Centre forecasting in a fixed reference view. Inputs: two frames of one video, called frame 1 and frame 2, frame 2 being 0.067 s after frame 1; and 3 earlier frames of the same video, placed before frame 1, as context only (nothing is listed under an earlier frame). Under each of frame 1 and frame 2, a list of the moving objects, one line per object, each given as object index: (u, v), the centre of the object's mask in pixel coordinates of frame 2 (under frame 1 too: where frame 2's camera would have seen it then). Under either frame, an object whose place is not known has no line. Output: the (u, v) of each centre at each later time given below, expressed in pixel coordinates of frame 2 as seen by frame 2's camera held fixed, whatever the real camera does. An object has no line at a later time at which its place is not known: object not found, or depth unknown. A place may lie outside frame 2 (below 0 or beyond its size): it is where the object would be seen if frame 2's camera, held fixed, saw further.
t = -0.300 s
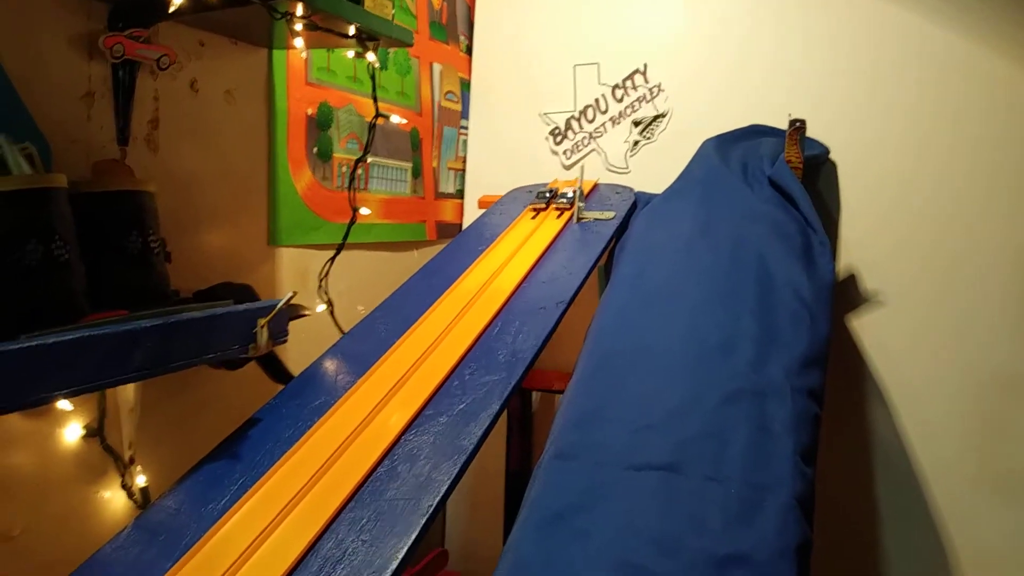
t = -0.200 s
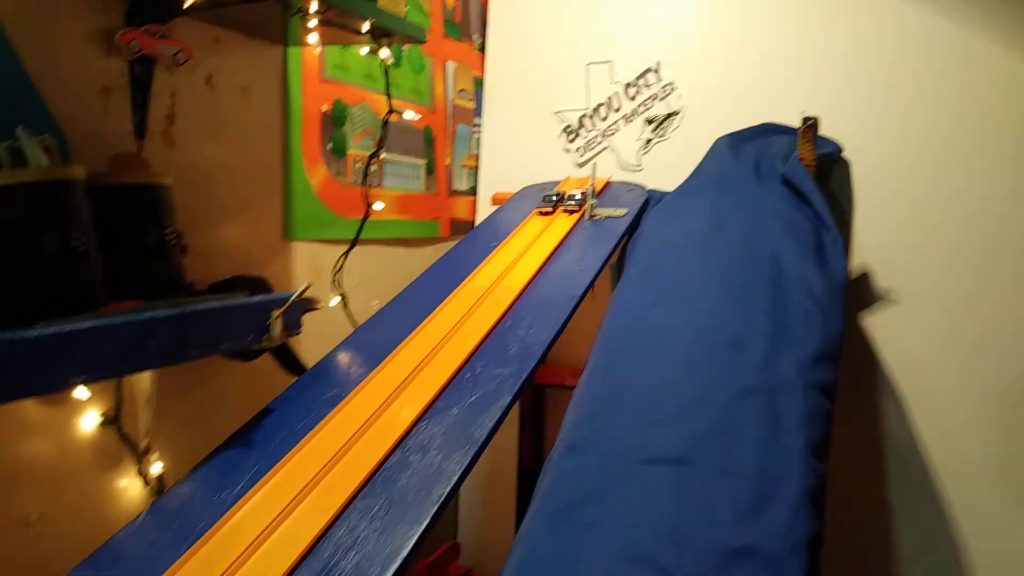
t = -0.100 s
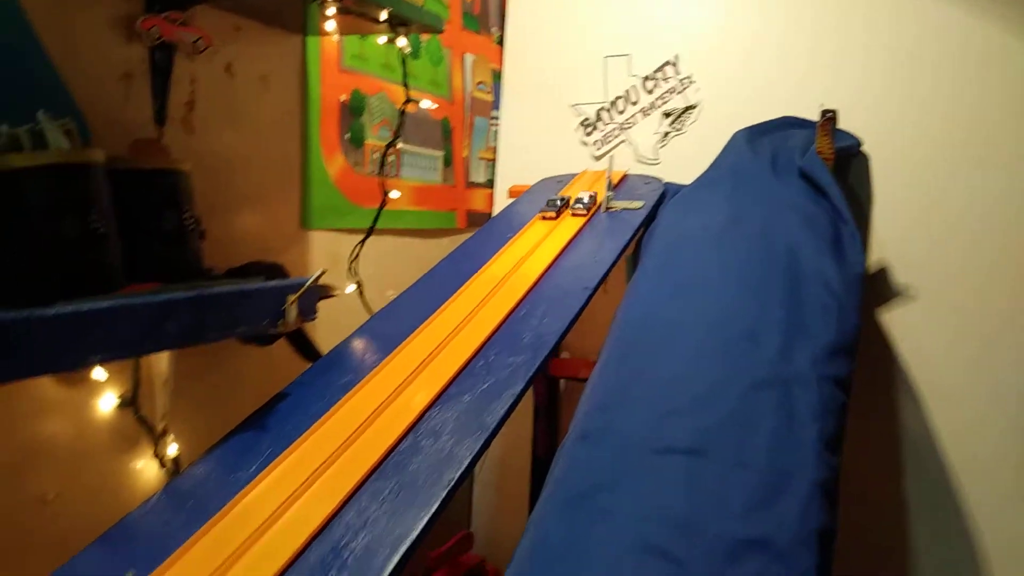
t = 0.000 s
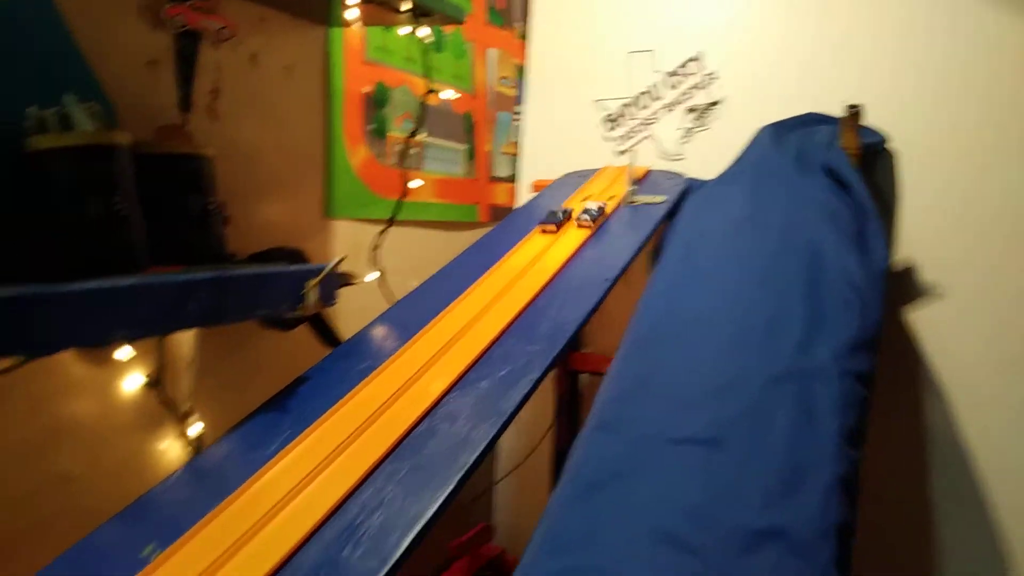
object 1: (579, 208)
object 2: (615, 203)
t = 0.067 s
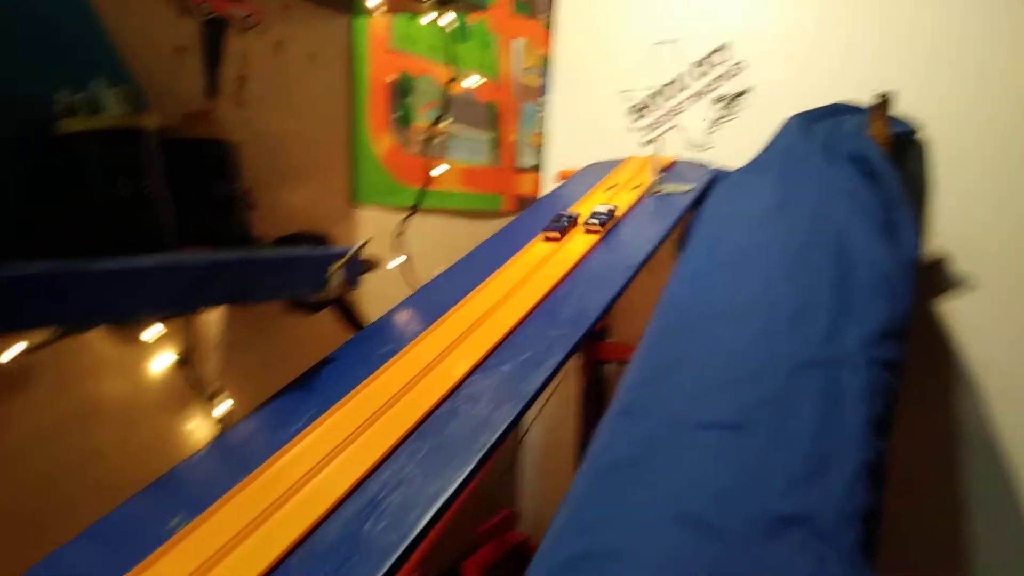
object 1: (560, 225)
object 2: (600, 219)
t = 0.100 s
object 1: (548, 236)
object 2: (591, 229)
